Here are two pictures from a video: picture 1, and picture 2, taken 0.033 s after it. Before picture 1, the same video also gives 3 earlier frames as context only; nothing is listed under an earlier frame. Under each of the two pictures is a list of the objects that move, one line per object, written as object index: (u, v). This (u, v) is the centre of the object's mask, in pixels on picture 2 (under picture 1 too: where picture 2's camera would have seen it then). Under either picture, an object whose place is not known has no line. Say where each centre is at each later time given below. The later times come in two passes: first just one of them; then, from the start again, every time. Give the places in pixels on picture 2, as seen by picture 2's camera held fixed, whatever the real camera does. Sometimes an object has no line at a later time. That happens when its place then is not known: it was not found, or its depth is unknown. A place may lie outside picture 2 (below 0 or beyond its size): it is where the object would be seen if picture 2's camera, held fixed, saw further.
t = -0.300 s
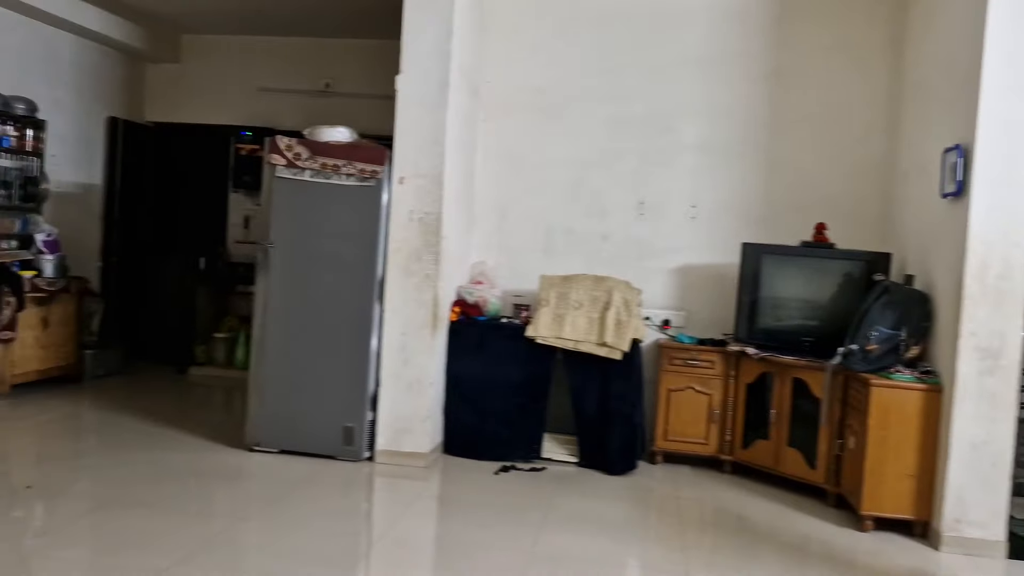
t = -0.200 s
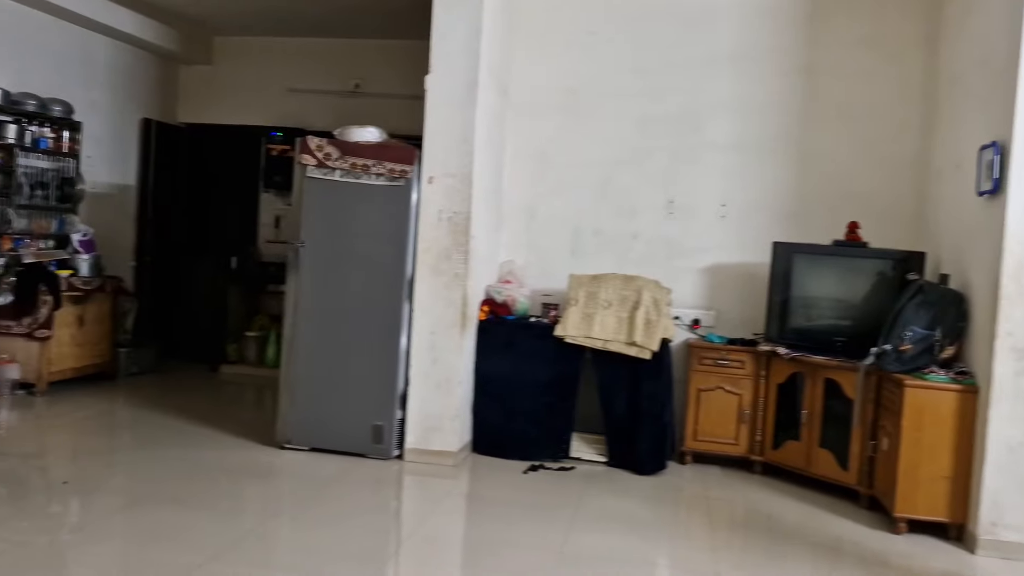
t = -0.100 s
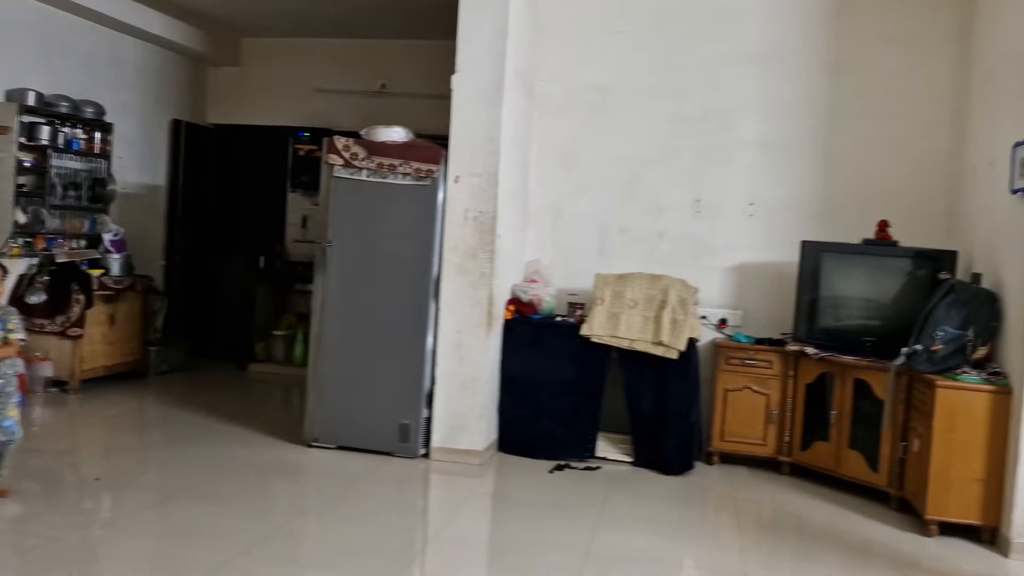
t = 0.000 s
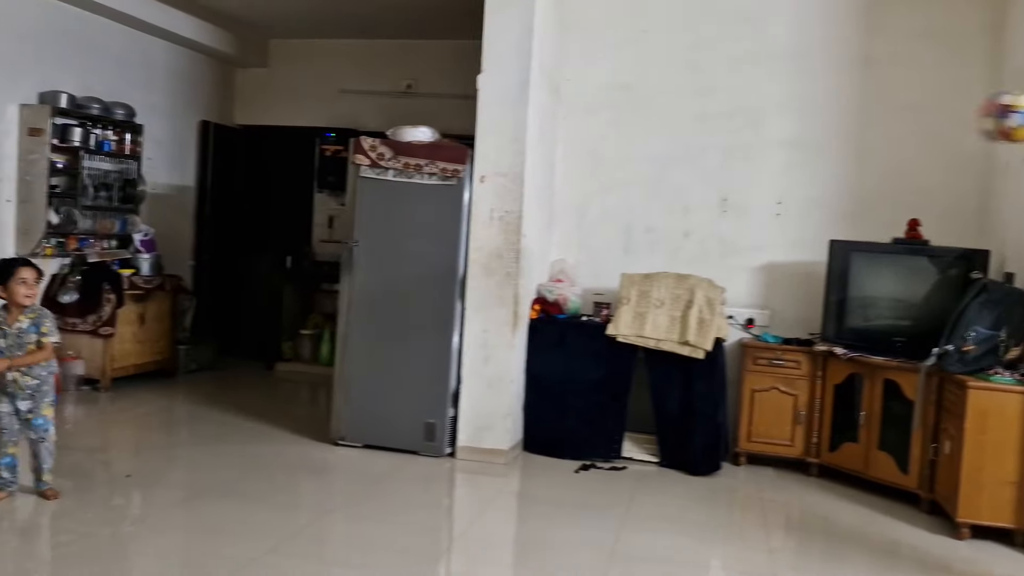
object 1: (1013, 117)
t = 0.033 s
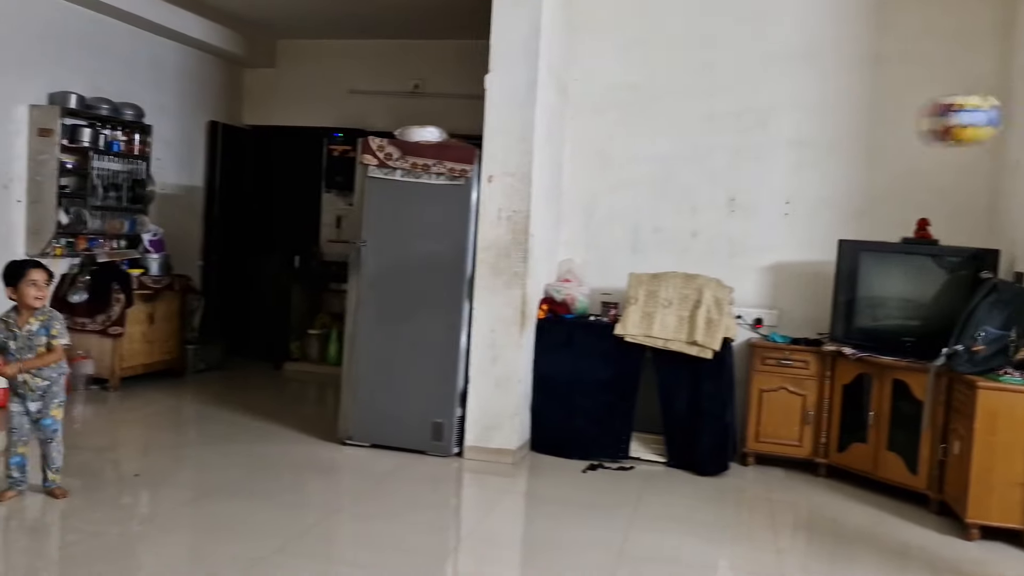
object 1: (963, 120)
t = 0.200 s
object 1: (673, 179)
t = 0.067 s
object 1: (894, 129)
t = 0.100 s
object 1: (840, 138)
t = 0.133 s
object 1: (779, 151)
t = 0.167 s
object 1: (723, 165)
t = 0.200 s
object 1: (673, 179)
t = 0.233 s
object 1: (621, 198)
